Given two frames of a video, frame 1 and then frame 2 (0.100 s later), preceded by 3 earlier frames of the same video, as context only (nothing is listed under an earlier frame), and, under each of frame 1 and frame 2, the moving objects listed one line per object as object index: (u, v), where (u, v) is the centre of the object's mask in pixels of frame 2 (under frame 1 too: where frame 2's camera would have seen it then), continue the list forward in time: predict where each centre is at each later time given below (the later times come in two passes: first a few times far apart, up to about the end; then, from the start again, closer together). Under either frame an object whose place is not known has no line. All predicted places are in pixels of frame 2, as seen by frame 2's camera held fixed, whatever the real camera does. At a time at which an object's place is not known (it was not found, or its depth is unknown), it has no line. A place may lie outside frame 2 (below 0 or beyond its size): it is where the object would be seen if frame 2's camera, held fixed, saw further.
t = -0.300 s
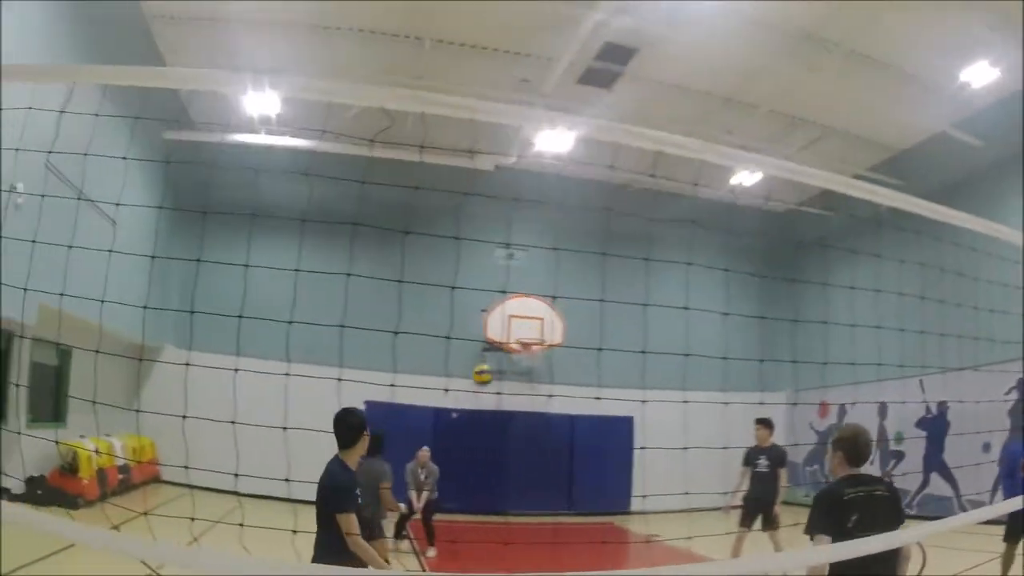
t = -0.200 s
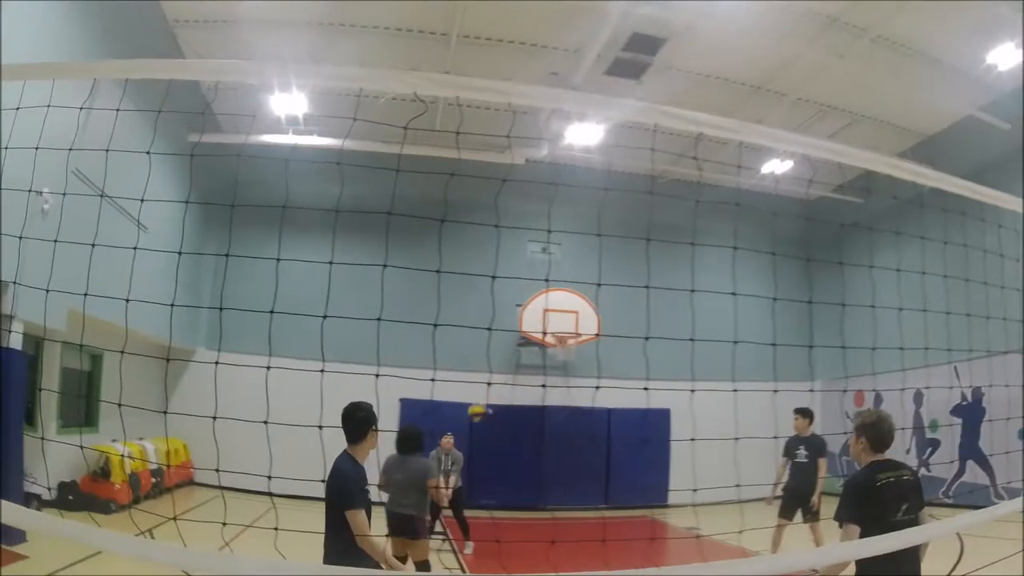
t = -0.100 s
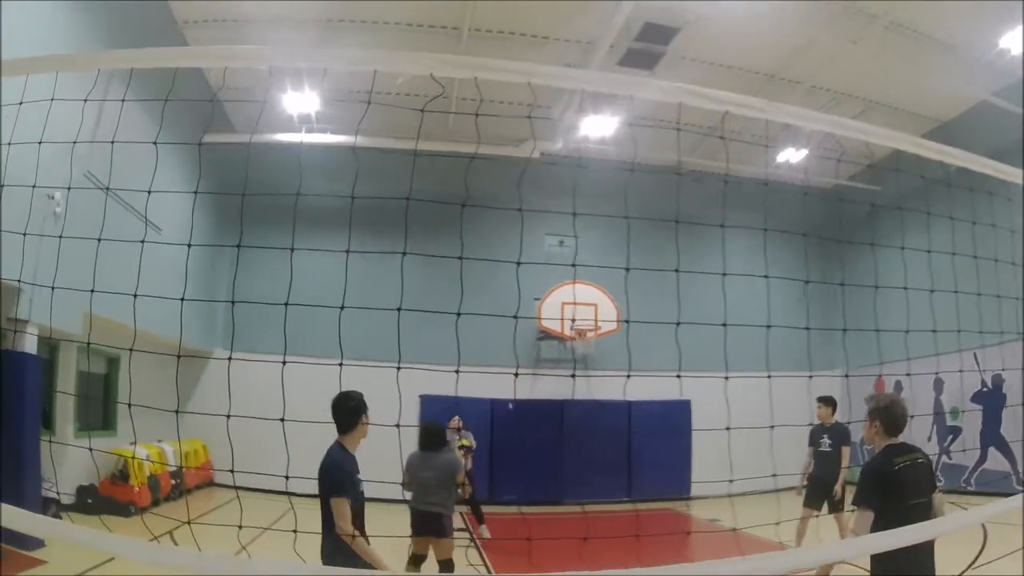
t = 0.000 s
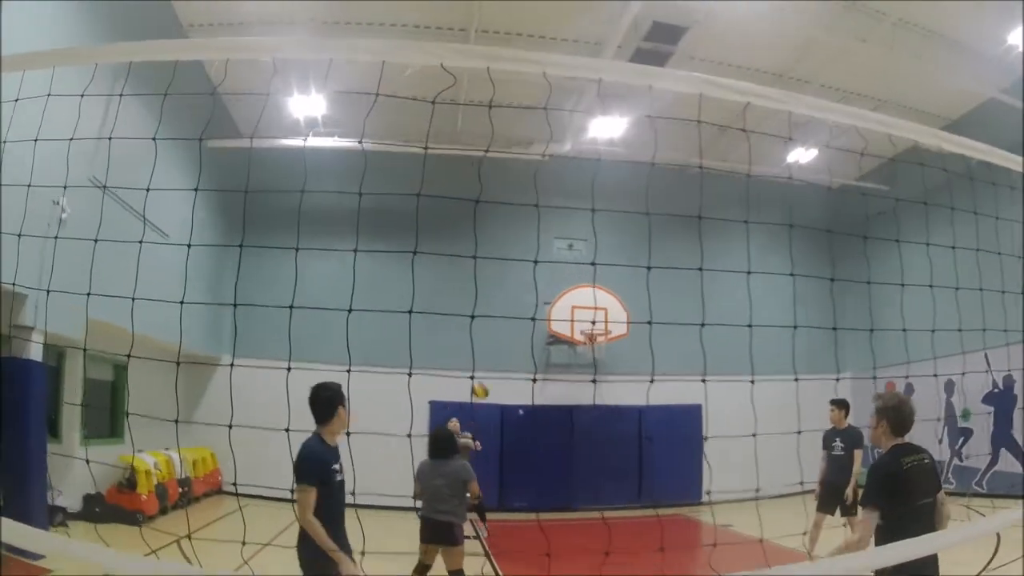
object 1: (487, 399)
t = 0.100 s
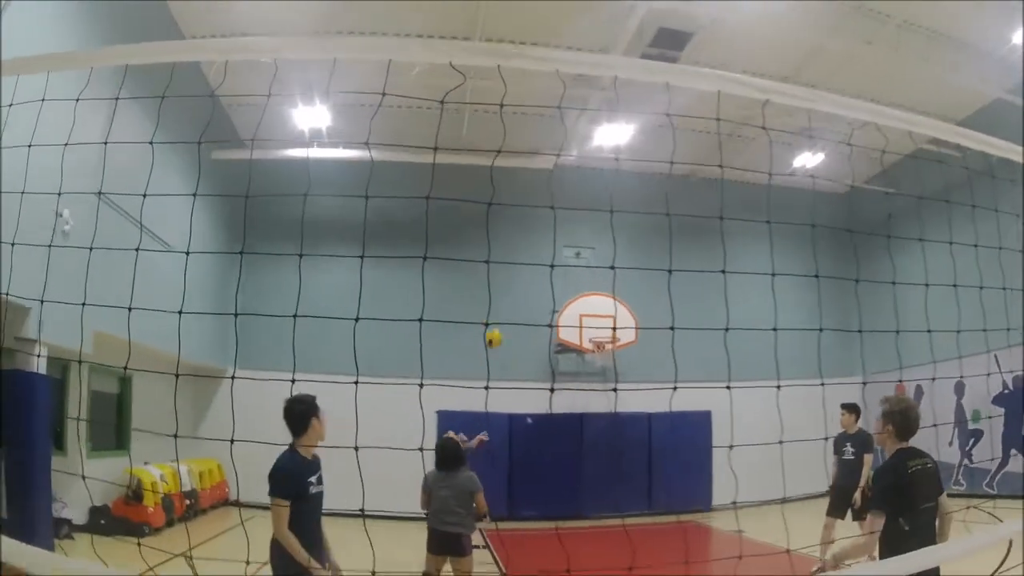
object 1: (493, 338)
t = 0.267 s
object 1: (502, 251)
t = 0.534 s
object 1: (520, 161)
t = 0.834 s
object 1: (540, 124)
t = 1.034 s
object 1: (538, 150)
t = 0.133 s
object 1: (494, 318)
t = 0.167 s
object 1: (496, 301)
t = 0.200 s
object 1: (498, 285)
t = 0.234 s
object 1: (500, 268)
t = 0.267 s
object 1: (502, 251)
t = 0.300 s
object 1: (504, 239)
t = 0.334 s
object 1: (506, 224)
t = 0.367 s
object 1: (508, 212)
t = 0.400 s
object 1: (510, 200)
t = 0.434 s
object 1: (513, 190)
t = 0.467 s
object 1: (516, 177)
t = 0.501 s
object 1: (519, 169)
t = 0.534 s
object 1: (520, 161)
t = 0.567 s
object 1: (522, 153)
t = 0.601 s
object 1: (524, 148)
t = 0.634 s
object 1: (526, 141)
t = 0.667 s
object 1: (528, 136)
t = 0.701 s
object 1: (530, 131)
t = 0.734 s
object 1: (532, 128)
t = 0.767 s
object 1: (535, 126)
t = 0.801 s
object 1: (538, 126)
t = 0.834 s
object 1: (540, 124)
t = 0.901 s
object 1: (539, 131)
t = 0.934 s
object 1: (536, 135)
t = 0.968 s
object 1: (543, 139)
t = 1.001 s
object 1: (540, 145)
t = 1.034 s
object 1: (538, 150)
